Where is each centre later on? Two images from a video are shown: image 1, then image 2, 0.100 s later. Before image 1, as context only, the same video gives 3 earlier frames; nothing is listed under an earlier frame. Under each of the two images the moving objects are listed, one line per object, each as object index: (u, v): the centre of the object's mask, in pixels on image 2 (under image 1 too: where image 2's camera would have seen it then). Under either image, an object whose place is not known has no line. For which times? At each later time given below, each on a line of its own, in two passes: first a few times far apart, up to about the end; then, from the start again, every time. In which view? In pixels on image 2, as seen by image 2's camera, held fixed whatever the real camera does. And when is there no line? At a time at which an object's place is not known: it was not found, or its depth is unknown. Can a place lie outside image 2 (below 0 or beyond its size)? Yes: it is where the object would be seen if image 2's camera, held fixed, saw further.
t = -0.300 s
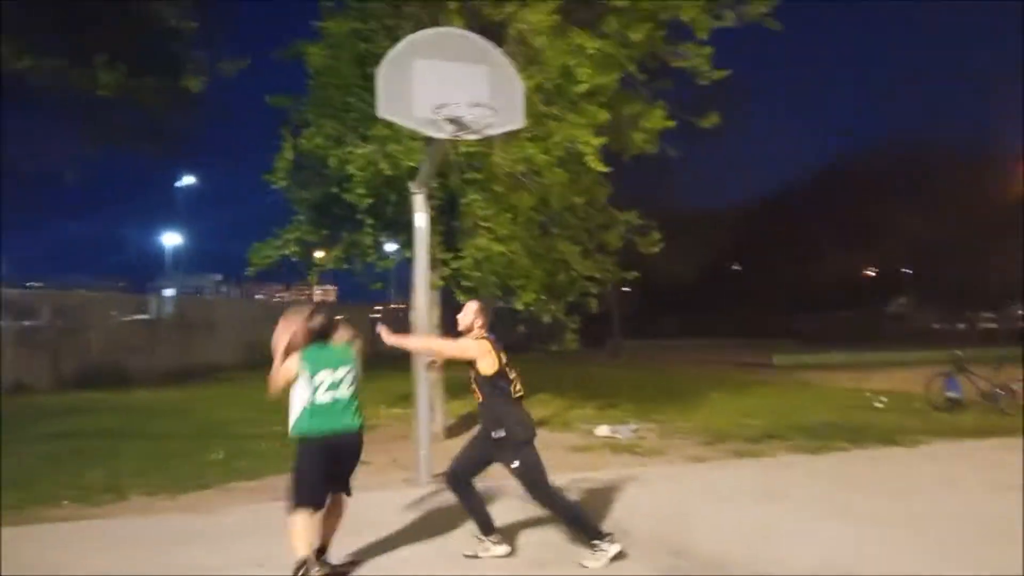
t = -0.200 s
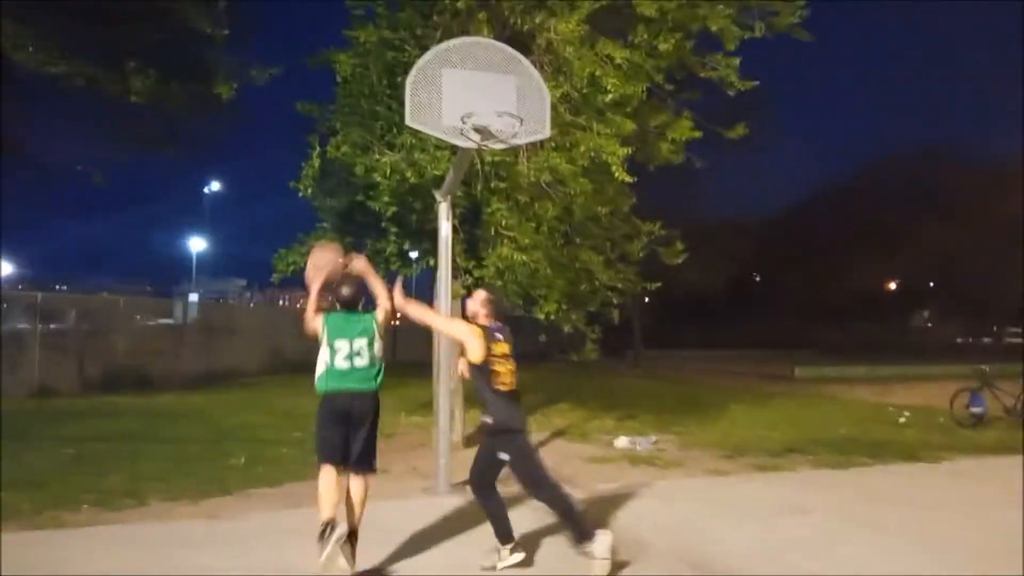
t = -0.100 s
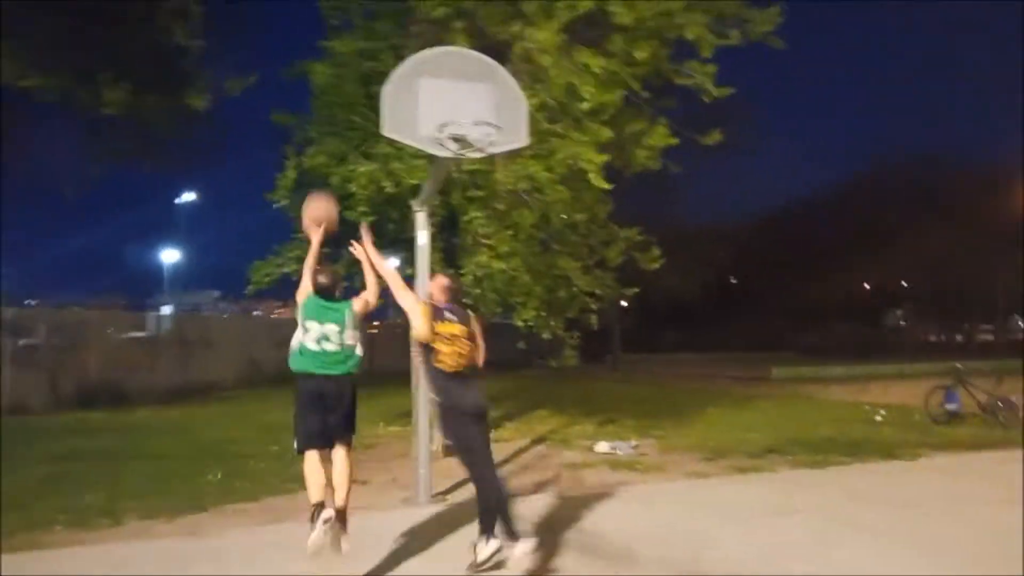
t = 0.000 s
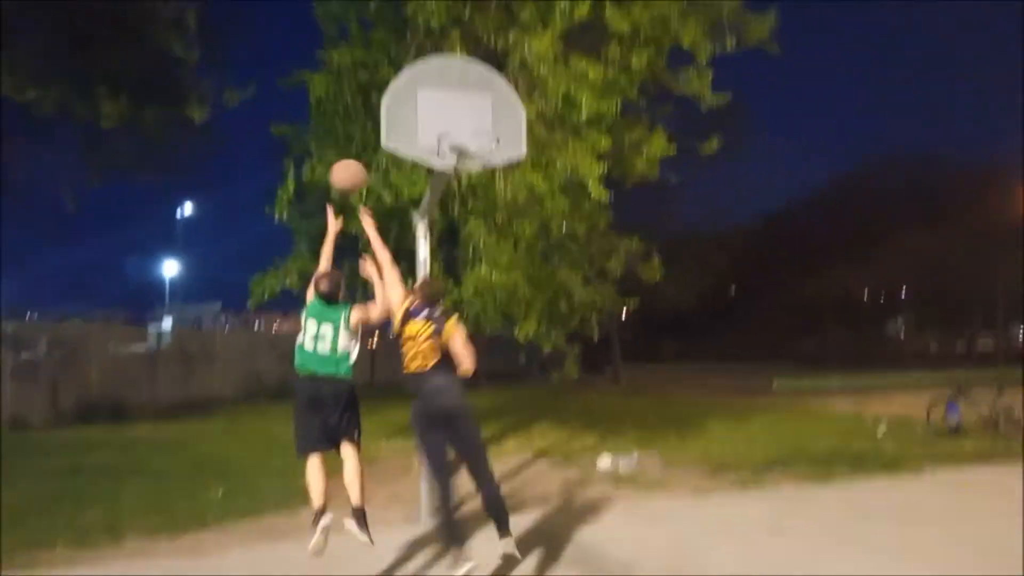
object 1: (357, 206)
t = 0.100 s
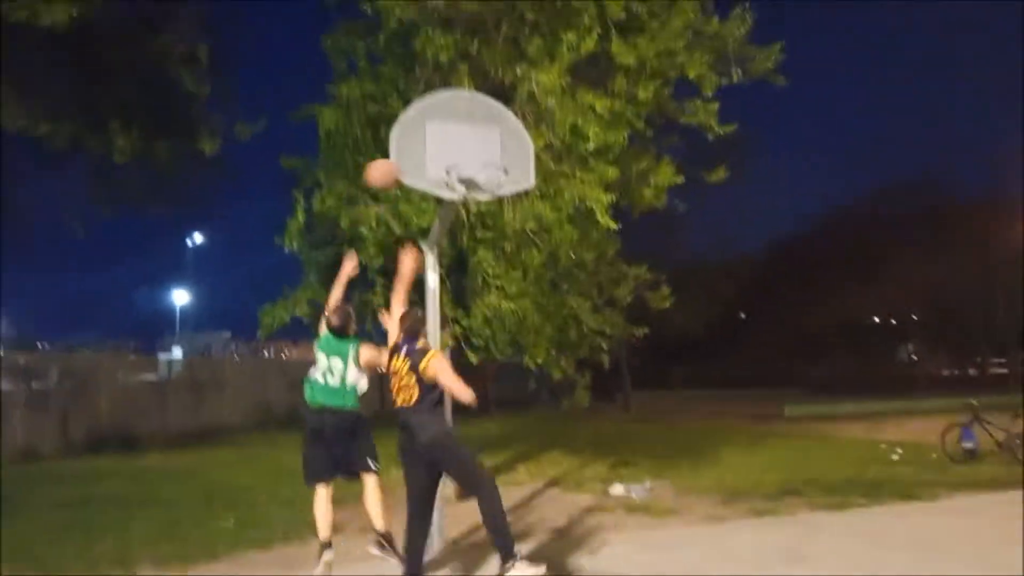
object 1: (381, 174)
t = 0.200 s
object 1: (407, 159)
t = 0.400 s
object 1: (446, 152)
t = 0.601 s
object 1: (481, 189)
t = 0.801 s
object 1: (523, 282)
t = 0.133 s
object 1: (390, 168)
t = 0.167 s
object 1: (399, 163)
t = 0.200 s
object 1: (407, 159)
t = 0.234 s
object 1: (415, 154)
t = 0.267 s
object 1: (424, 153)
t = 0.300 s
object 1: (428, 152)
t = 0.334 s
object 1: (434, 151)
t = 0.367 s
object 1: (441, 151)
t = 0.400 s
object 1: (446, 152)
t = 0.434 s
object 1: (452, 154)
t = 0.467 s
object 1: (458, 155)
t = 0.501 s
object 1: (465, 164)
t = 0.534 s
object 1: (471, 174)
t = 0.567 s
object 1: (475, 179)
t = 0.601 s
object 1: (481, 189)
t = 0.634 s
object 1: (489, 200)
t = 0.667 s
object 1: (496, 214)
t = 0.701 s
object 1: (502, 227)
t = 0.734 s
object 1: (509, 244)
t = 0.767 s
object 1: (516, 263)
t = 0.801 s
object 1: (523, 282)
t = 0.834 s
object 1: (529, 304)
